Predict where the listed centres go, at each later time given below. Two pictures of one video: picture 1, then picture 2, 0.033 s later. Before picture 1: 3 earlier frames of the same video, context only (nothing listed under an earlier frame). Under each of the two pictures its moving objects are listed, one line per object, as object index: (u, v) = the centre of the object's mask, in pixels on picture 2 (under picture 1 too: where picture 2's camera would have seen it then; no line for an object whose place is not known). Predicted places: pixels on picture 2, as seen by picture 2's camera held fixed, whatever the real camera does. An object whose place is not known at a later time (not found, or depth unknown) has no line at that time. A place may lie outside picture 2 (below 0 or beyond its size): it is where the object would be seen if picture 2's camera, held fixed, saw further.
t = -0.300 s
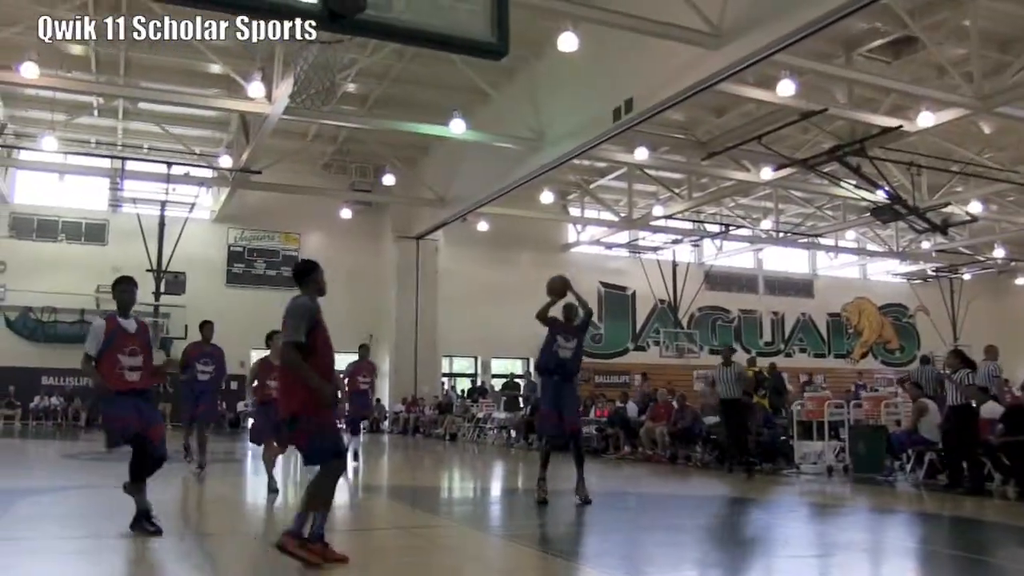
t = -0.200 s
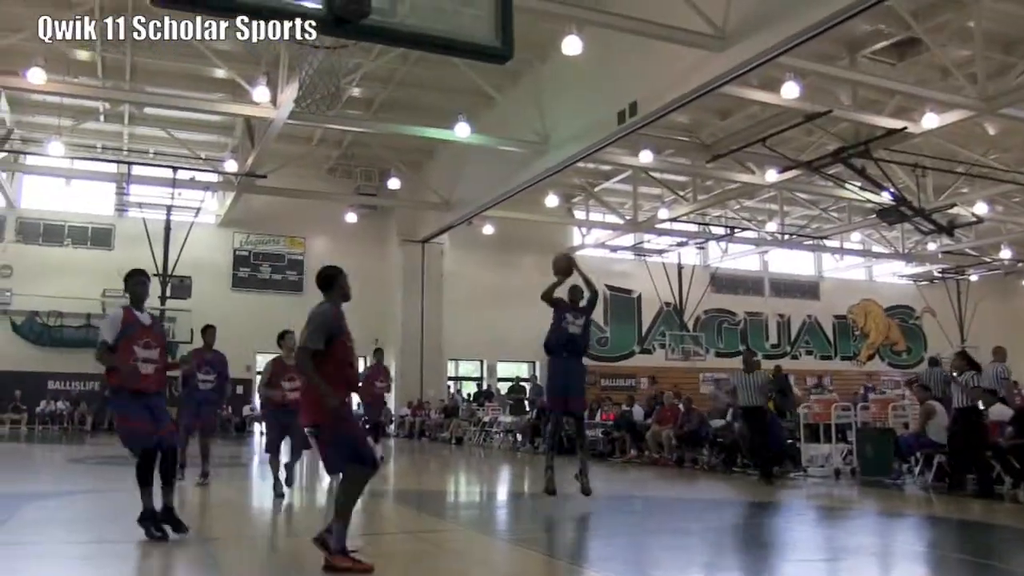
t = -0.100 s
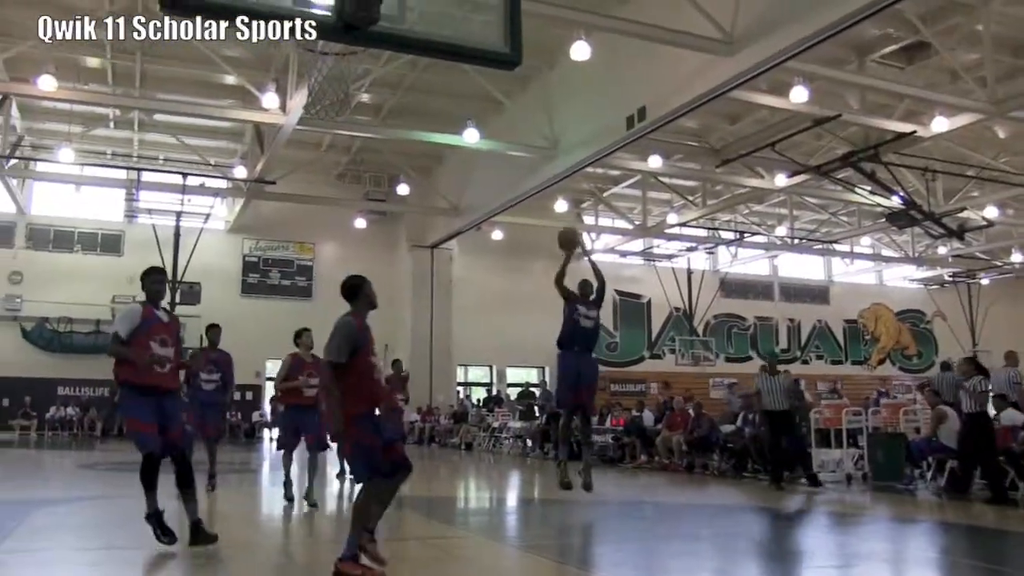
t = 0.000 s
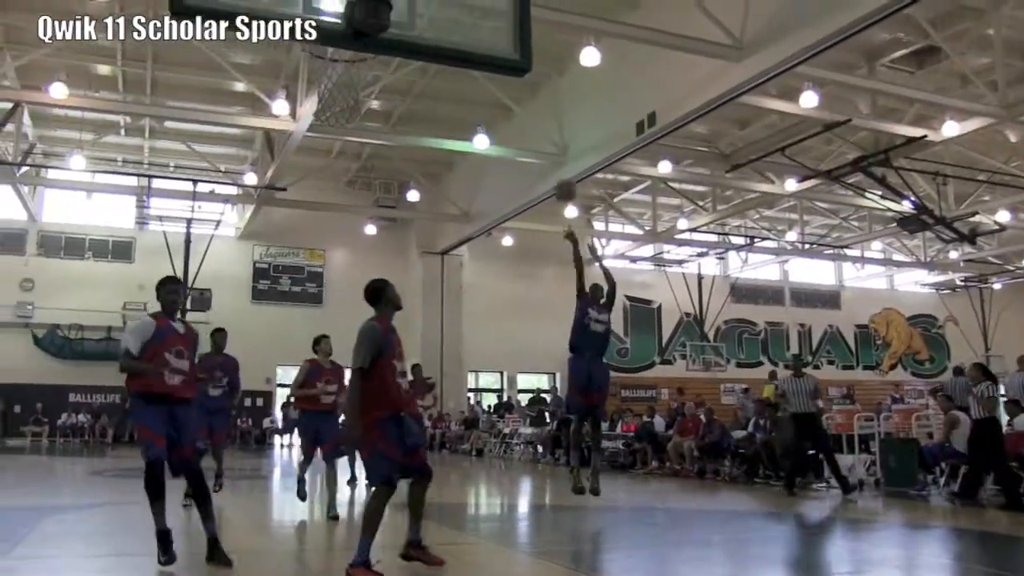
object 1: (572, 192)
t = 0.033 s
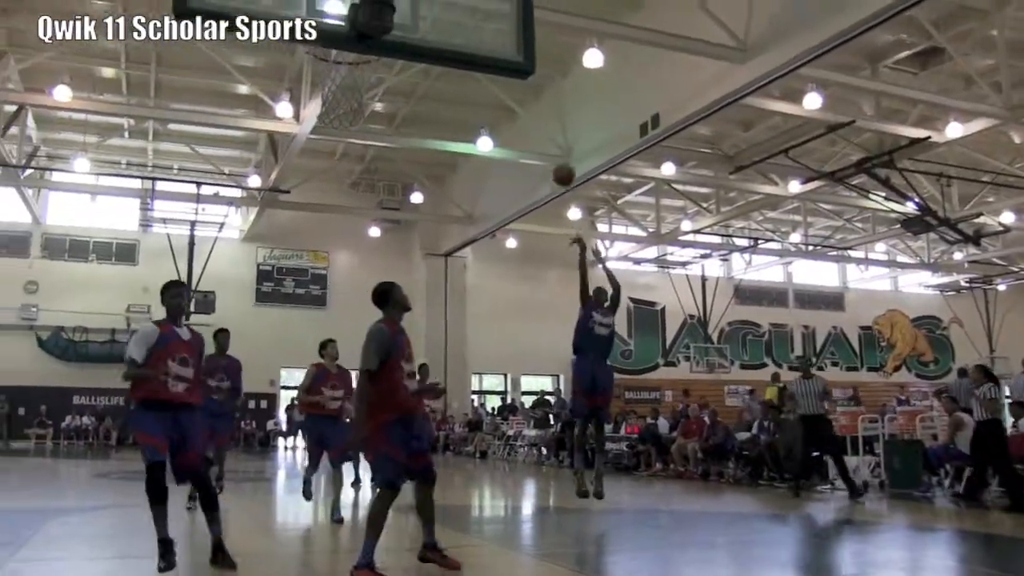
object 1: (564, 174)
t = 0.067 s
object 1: (557, 157)
